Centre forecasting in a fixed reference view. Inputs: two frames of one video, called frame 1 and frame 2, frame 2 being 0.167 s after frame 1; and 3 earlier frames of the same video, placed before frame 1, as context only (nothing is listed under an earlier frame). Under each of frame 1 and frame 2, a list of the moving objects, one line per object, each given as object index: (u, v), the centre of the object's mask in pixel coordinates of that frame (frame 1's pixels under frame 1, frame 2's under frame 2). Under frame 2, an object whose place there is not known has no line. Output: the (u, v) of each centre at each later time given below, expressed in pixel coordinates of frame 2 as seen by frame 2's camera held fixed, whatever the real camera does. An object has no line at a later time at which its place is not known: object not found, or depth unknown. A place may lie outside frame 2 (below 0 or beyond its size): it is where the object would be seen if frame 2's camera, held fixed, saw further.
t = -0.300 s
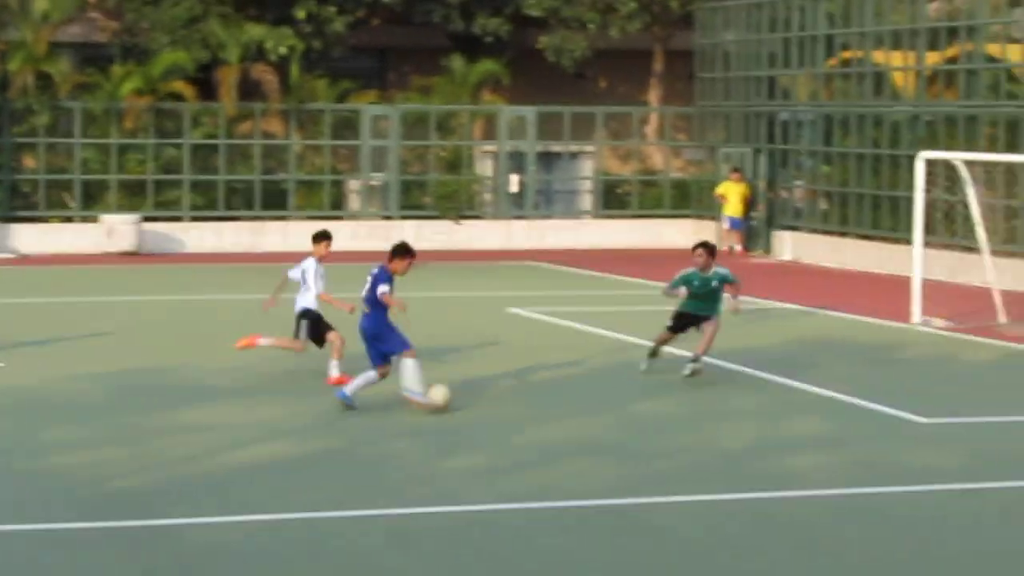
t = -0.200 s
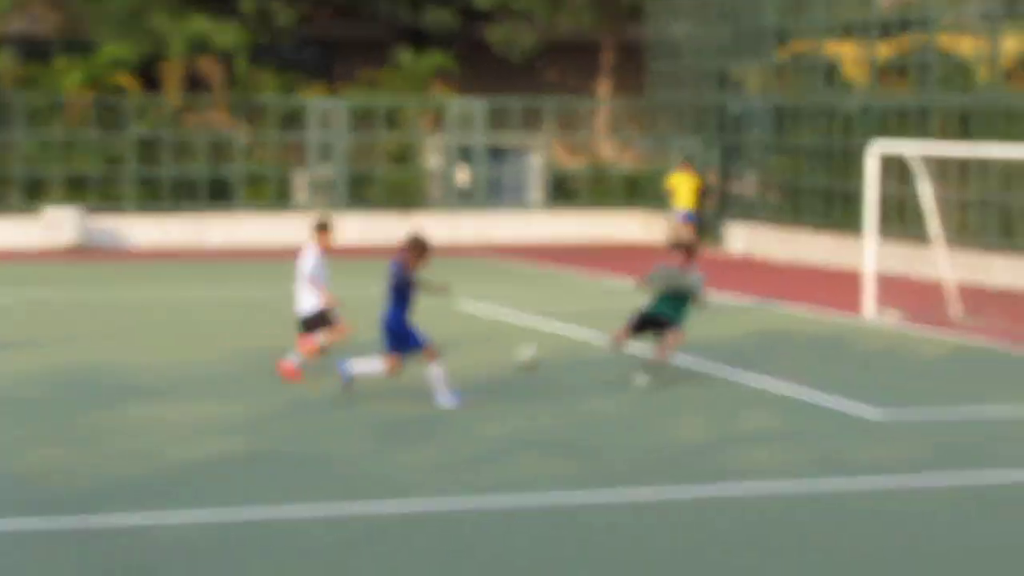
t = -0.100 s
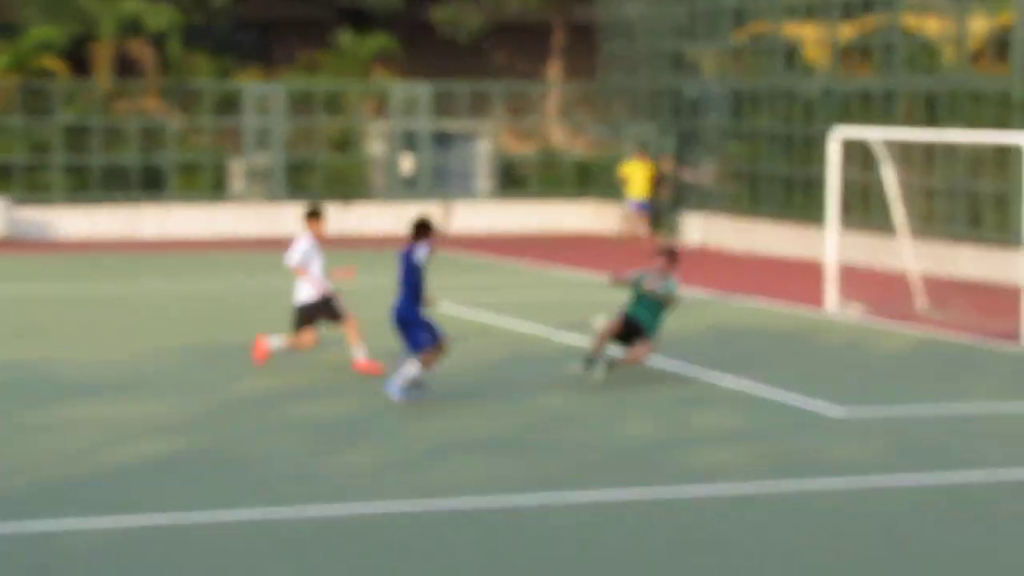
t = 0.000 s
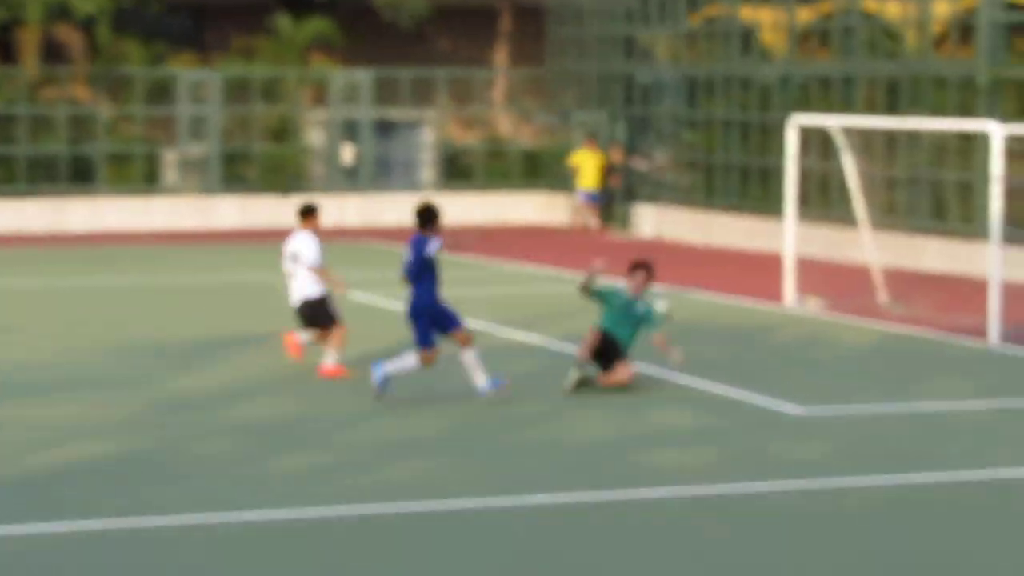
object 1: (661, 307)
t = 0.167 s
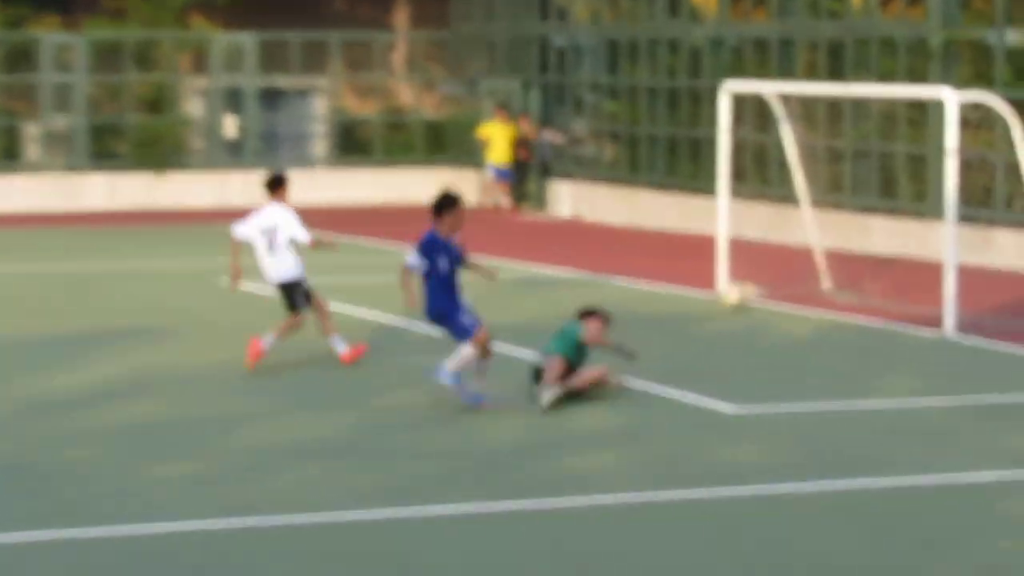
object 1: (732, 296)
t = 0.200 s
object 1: (752, 287)
